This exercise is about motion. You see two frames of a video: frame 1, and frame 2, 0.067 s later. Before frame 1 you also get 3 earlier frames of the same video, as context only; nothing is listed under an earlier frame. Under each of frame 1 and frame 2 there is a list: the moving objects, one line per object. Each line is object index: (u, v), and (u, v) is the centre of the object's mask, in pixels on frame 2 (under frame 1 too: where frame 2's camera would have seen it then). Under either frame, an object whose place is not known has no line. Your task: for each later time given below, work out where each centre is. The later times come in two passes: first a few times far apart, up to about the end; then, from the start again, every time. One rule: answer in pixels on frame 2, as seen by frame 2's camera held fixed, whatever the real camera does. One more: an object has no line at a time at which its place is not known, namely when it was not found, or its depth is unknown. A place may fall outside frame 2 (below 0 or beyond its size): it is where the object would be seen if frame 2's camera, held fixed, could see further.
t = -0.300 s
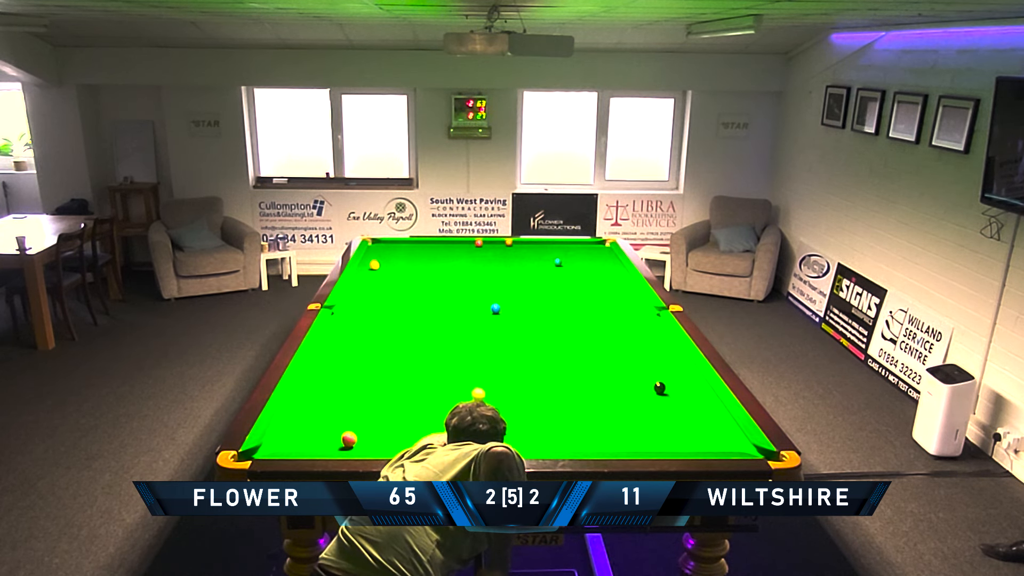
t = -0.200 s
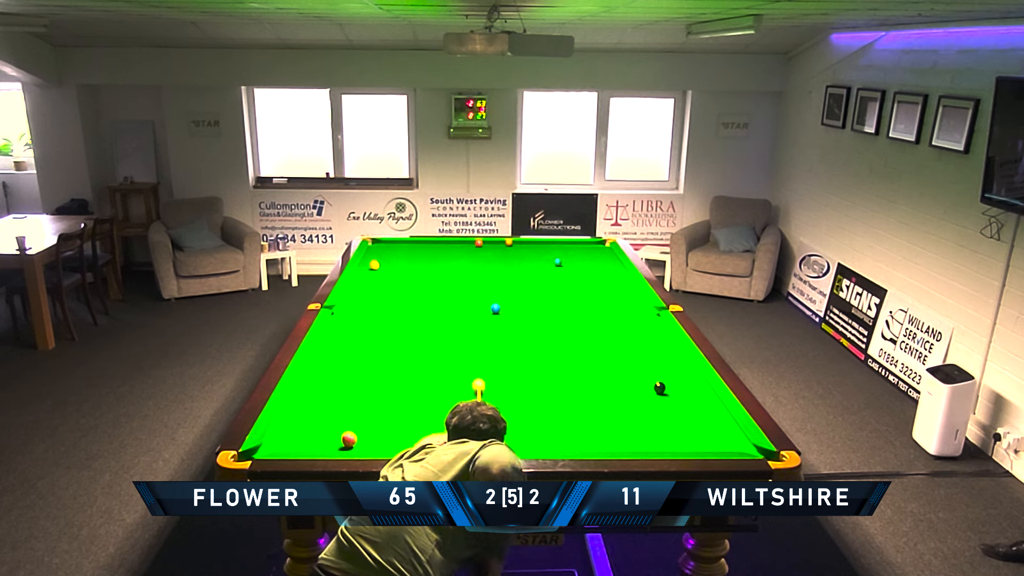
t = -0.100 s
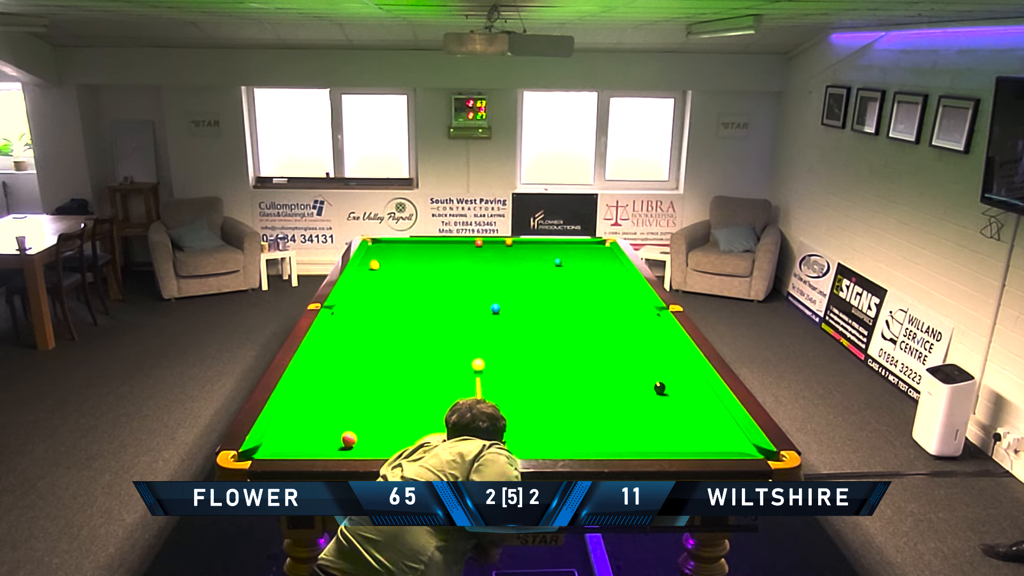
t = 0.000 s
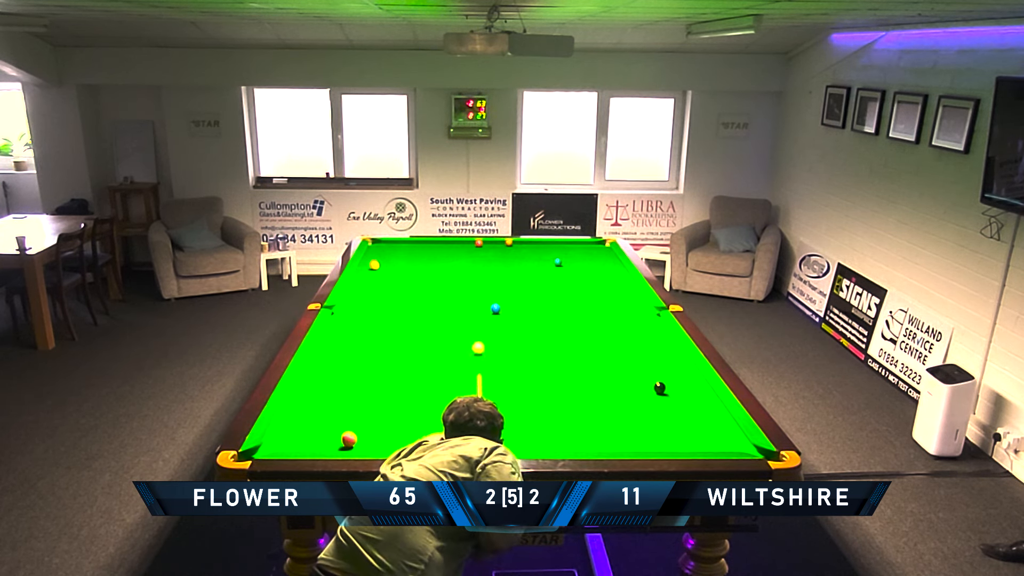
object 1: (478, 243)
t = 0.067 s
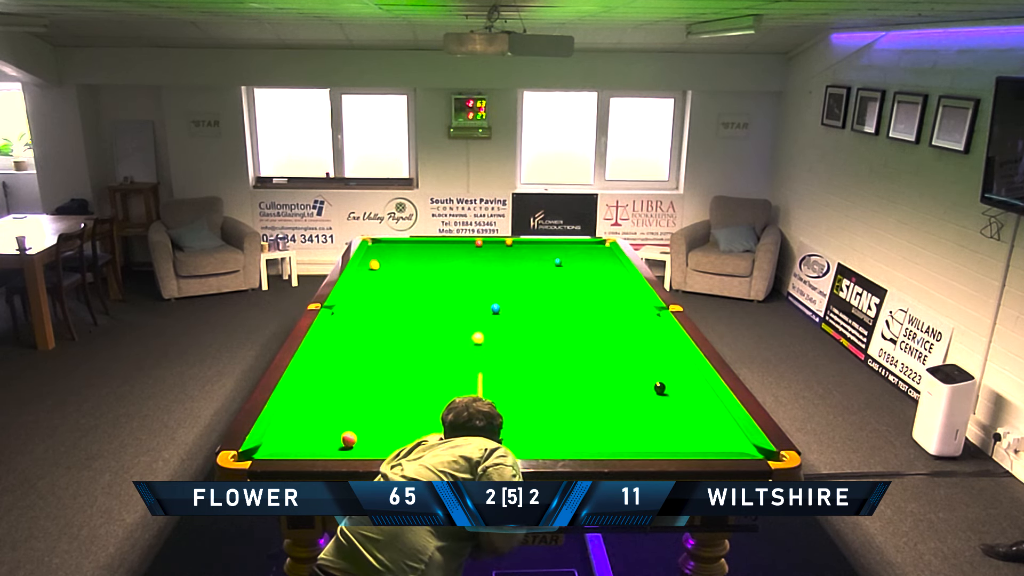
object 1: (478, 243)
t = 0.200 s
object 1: (478, 243)
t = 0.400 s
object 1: (478, 243)
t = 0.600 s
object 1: (478, 243)
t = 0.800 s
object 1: (478, 243)
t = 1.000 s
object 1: (479, 242)
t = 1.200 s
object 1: (484, 245)
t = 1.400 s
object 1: (490, 252)
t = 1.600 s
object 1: (496, 259)
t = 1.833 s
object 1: (504, 269)
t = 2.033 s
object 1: (511, 278)
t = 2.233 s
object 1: (519, 287)
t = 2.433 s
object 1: (527, 297)
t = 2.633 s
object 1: (535, 308)
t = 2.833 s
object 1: (545, 319)
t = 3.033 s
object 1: (555, 331)
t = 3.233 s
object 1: (566, 344)
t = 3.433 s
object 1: (577, 358)
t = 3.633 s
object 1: (590, 374)
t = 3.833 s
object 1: (603, 390)
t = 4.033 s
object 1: (617, 408)
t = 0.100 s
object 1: (478, 243)
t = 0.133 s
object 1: (478, 243)
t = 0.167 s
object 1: (478, 243)
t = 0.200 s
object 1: (478, 243)
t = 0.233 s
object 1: (478, 243)
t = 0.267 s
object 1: (478, 243)
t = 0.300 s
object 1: (478, 243)
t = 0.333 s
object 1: (478, 243)
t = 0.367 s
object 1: (478, 243)
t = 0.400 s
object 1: (478, 243)
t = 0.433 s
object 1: (478, 243)
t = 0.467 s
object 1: (478, 243)
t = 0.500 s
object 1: (478, 243)
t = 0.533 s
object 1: (478, 243)
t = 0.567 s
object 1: (478, 243)
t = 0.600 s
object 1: (478, 243)
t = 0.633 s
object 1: (478, 243)
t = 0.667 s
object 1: (478, 243)
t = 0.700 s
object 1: (478, 243)
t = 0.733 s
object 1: (478, 243)
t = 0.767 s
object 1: (478, 243)
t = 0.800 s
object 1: (478, 243)
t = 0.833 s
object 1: (478, 243)
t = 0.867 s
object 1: (478, 243)
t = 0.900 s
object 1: (479, 243)
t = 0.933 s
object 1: (479, 243)
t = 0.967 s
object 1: (479, 243)
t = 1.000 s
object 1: (479, 242)
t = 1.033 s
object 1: (480, 241)
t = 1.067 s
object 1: (480, 240)
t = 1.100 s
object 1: (481, 242)
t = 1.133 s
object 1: (482, 242)
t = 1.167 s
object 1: (483, 243)
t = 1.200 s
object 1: (484, 245)
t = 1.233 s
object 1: (485, 246)
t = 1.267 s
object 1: (486, 247)
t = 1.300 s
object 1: (487, 248)
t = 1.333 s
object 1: (488, 249)
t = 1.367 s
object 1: (489, 251)
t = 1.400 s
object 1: (490, 252)
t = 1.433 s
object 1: (491, 253)
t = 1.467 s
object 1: (492, 254)
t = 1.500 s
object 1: (493, 256)
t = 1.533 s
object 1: (494, 257)
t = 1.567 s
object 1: (495, 258)
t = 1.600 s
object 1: (496, 259)
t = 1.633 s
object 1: (497, 261)
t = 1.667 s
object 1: (498, 262)
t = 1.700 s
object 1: (499, 264)
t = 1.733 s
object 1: (501, 265)
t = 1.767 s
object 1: (502, 266)
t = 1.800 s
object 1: (503, 268)
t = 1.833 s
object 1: (504, 269)
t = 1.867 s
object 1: (505, 270)
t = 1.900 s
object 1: (506, 272)
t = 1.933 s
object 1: (507, 274)
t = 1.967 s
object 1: (509, 275)
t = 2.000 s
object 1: (510, 277)
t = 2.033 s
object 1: (511, 278)
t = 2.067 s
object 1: (512, 280)
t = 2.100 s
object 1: (514, 281)
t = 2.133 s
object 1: (515, 283)
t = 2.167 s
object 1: (516, 284)
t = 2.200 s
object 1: (517, 286)
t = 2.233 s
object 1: (519, 287)
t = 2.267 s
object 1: (520, 289)
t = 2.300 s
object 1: (521, 290)
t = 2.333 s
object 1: (523, 292)
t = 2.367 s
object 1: (524, 294)
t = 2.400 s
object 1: (526, 295)
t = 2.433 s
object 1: (527, 297)
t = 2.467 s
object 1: (528, 299)
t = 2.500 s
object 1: (530, 300)
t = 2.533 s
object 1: (531, 302)
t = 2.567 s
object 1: (532, 304)
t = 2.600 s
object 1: (534, 306)
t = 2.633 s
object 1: (535, 308)
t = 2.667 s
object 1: (537, 310)
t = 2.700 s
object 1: (539, 312)
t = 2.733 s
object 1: (540, 313)
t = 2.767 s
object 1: (542, 315)
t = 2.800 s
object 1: (543, 317)
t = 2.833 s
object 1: (545, 319)
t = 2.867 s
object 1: (547, 321)
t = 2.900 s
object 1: (548, 323)
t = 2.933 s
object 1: (550, 325)
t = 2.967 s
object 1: (552, 327)
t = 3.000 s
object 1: (553, 329)
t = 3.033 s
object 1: (555, 331)
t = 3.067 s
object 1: (557, 333)
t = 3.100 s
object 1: (558, 336)
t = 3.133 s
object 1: (560, 338)
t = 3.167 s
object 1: (562, 340)
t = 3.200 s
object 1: (564, 342)
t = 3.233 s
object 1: (566, 344)
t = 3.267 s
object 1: (567, 347)
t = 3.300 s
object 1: (569, 349)
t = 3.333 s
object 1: (571, 351)
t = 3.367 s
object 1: (573, 354)
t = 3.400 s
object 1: (575, 356)
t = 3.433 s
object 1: (577, 358)
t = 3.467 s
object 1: (579, 361)
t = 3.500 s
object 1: (581, 364)
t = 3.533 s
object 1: (583, 366)
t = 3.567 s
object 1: (585, 369)
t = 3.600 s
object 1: (587, 371)
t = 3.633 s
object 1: (590, 374)
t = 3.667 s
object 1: (592, 377)
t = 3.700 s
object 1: (594, 379)
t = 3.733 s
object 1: (596, 382)
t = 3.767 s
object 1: (598, 384)
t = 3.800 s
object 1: (601, 387)
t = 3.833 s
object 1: (603, 390)
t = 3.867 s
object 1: (605, 393)
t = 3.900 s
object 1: (607, 396)
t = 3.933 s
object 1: (610, 399)
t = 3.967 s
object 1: (612, 402)
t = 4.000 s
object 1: (615, 405)
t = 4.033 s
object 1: (617, 408)
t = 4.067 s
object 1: (620, 411)
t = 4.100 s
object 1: (622, 415)
